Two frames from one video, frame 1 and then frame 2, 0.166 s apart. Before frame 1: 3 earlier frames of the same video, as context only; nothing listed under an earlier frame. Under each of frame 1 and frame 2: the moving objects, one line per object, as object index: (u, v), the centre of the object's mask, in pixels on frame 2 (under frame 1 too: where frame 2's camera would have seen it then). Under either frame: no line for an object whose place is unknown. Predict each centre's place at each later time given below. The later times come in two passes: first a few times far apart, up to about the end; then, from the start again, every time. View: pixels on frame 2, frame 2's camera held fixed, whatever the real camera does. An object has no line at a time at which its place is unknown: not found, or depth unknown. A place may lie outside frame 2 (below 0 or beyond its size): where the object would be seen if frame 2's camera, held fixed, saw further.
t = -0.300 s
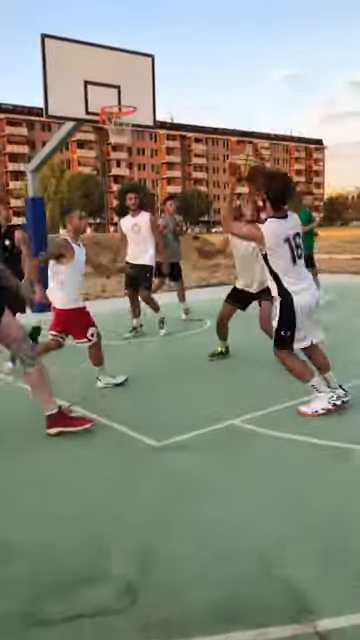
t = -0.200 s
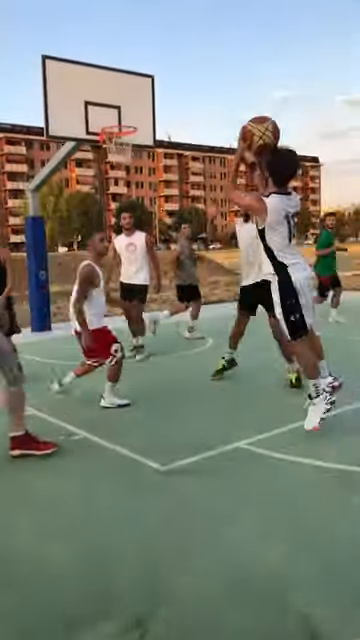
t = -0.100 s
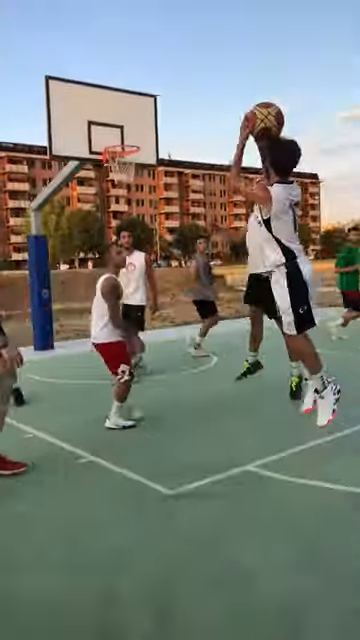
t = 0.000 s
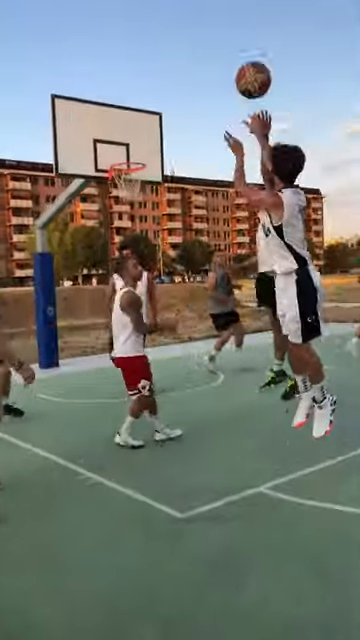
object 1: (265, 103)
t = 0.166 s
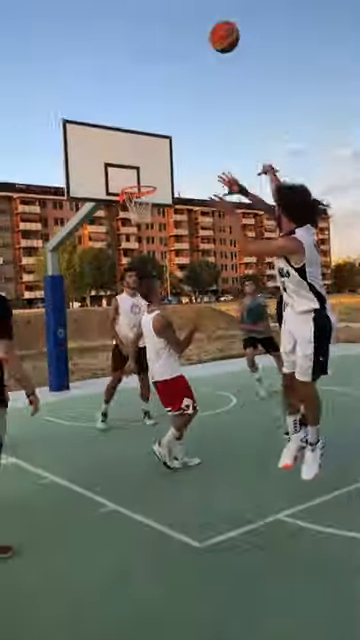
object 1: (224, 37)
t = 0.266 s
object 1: (204, 20)
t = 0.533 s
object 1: (169, 32)
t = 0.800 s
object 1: (147, 98)
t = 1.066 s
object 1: (134, 194)
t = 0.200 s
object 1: (217, 29)
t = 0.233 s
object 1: (210, 24)
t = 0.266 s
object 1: (204, 20)
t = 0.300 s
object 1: (199, 17)
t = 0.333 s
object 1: (194, 16)
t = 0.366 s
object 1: (189, 16)
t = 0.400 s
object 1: (184, 17)
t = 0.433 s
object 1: (180, 20)
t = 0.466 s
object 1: (176, 22)
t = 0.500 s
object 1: (173, 27)
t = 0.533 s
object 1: (169, 32)
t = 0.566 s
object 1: (165, 37)
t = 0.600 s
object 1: (162, 44)
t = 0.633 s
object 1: (159, 52)
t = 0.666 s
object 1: (157, 59)
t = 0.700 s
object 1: (154, 68)
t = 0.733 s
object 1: (151, 77)
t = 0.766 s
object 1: (149, 87)
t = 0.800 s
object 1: (147, 98)
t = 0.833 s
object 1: (145, 108)
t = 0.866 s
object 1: (144, 120)
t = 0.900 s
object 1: (141, 131)
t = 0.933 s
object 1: (140, 143)
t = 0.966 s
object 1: (138, 156)
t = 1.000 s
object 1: (137, 169)
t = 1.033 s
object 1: (135, 182)
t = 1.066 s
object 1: (134, 194)
